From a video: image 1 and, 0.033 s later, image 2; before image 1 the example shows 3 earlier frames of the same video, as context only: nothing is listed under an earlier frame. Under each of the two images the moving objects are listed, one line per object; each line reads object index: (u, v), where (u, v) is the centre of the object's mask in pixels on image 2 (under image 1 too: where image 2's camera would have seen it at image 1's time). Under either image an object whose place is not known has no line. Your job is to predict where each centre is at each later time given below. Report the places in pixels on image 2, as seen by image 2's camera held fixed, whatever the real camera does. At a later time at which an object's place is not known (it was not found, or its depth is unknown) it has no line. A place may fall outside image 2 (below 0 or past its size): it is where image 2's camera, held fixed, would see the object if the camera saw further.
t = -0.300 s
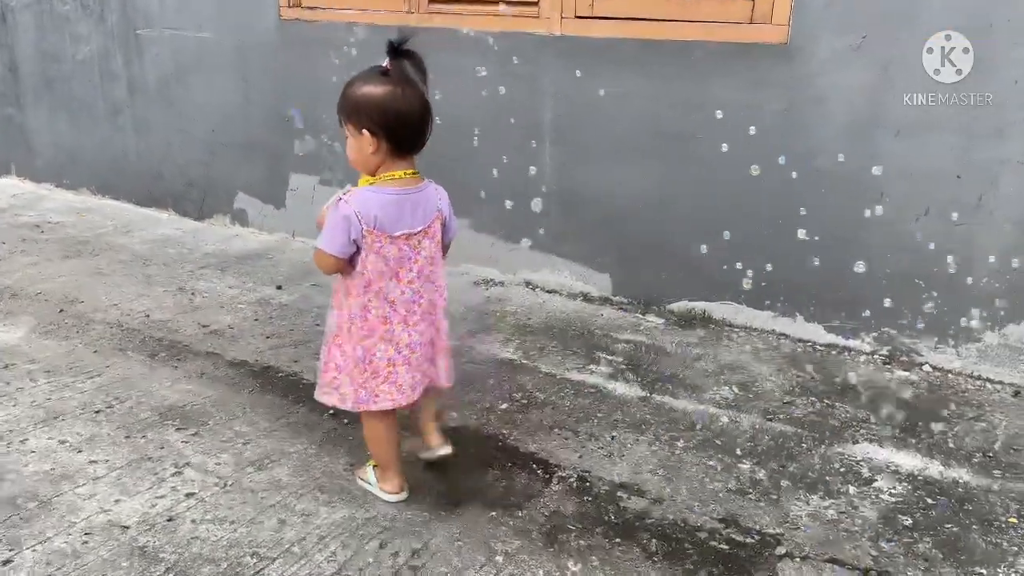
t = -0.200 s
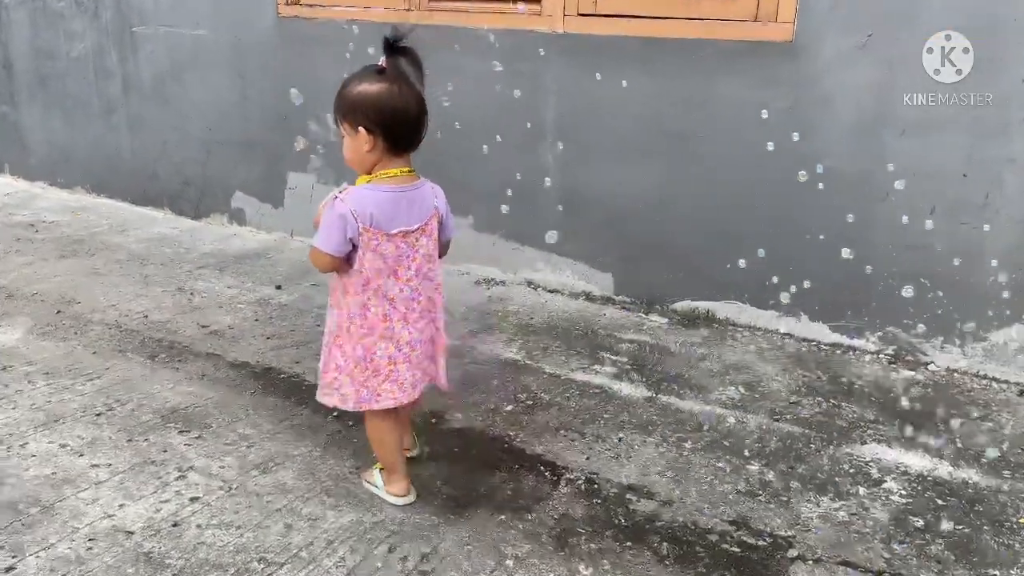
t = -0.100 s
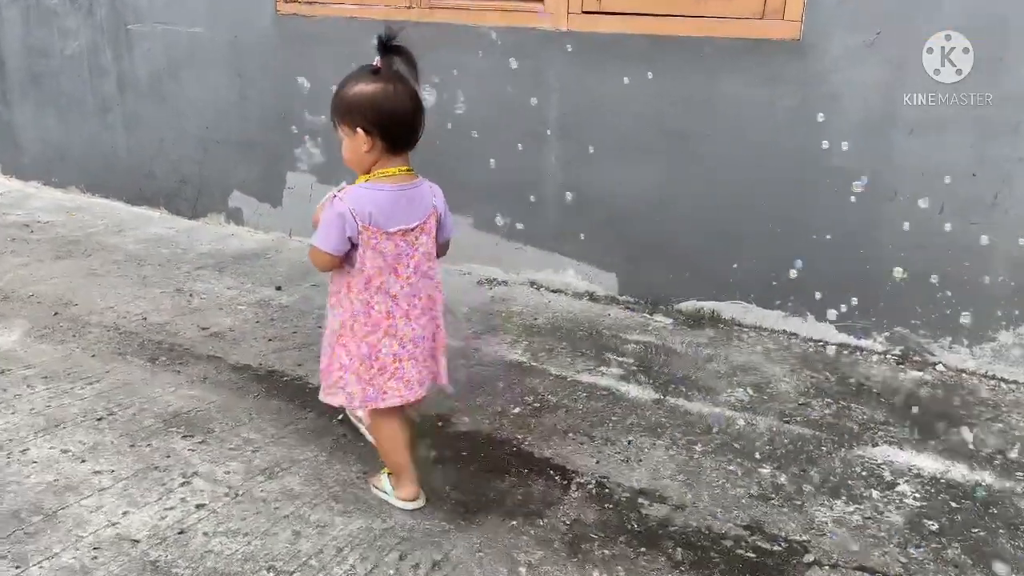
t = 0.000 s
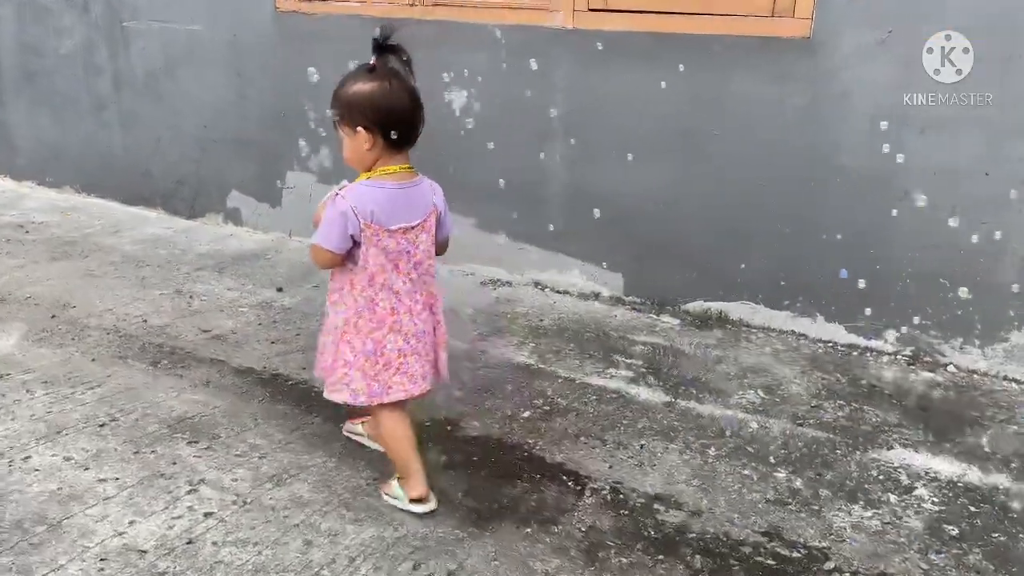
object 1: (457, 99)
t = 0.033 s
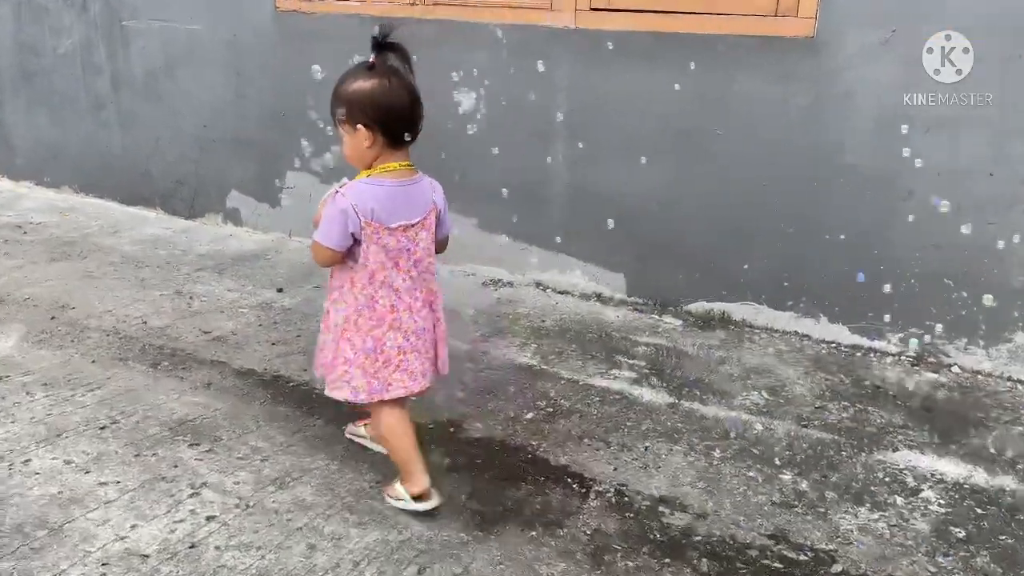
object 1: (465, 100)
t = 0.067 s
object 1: (473, 103)
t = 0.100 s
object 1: (479, 106)
